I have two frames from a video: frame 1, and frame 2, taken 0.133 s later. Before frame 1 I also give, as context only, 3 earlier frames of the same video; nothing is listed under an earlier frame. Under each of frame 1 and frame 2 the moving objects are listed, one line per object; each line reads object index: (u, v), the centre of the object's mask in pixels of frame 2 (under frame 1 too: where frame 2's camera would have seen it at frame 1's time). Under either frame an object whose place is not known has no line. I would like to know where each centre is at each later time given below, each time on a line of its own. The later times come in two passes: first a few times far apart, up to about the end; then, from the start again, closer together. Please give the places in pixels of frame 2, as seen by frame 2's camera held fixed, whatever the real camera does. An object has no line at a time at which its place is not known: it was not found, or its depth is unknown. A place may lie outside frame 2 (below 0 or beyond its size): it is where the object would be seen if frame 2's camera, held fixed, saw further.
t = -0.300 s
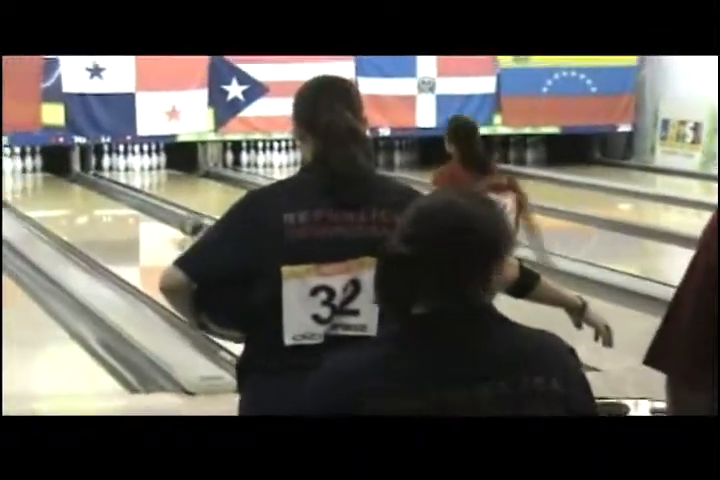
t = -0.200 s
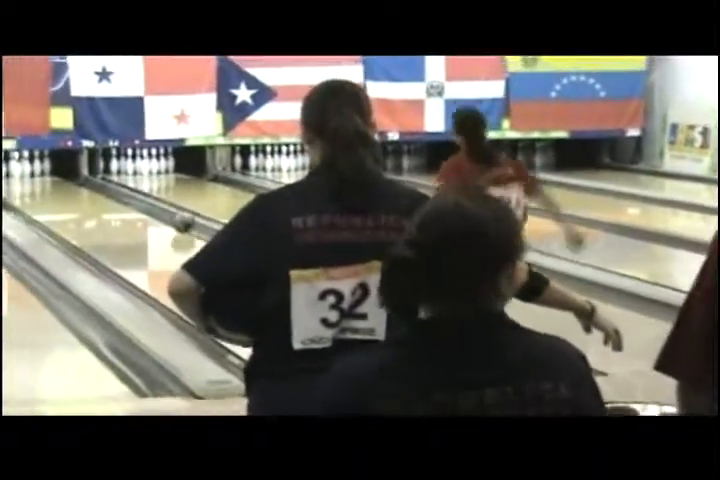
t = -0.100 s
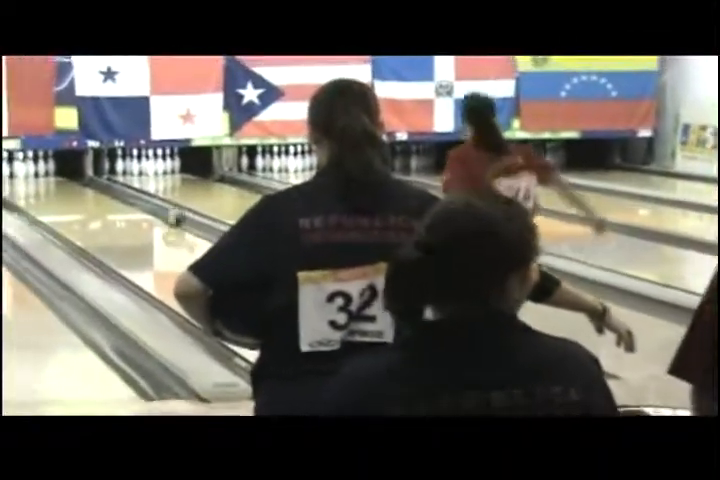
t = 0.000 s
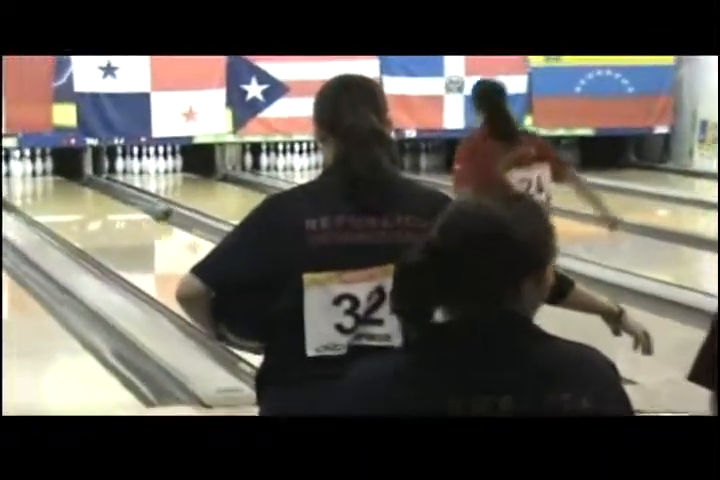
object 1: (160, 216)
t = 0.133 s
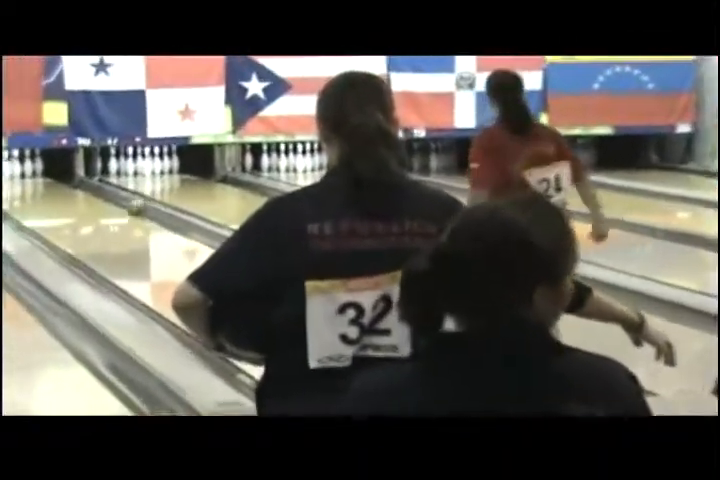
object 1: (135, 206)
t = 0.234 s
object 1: (117, 203)
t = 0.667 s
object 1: (63, 183)
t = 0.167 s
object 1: (130, 207)
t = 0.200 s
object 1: (125, 204)
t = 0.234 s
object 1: (117, 203)
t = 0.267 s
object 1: (111, 202)
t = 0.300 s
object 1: (106, 198)
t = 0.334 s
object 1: (101, 195)
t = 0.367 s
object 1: (99, 194)
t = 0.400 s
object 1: (94, 192)
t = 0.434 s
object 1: (90, 191)
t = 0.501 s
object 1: (83, 188)
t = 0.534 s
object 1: (80, 188)
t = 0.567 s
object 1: (73, 187)
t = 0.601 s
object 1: (71, 185)
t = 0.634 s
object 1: (68, 185)
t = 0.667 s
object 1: (63, 183)
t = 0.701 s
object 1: (57, 183)
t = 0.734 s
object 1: (54, 183)
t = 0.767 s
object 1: (52, 180)
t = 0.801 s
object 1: (50, 180)
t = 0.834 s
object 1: (50, 178)
